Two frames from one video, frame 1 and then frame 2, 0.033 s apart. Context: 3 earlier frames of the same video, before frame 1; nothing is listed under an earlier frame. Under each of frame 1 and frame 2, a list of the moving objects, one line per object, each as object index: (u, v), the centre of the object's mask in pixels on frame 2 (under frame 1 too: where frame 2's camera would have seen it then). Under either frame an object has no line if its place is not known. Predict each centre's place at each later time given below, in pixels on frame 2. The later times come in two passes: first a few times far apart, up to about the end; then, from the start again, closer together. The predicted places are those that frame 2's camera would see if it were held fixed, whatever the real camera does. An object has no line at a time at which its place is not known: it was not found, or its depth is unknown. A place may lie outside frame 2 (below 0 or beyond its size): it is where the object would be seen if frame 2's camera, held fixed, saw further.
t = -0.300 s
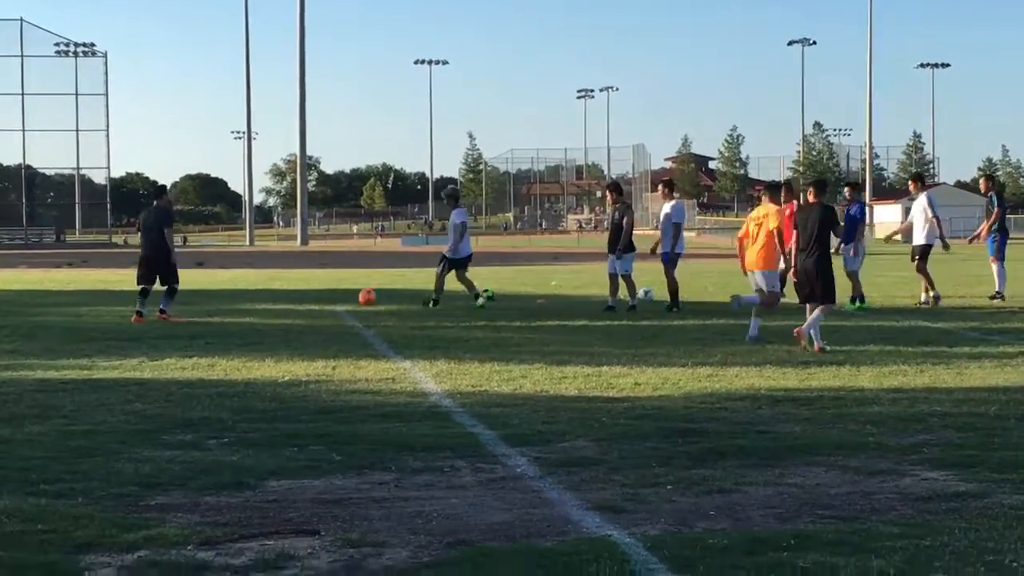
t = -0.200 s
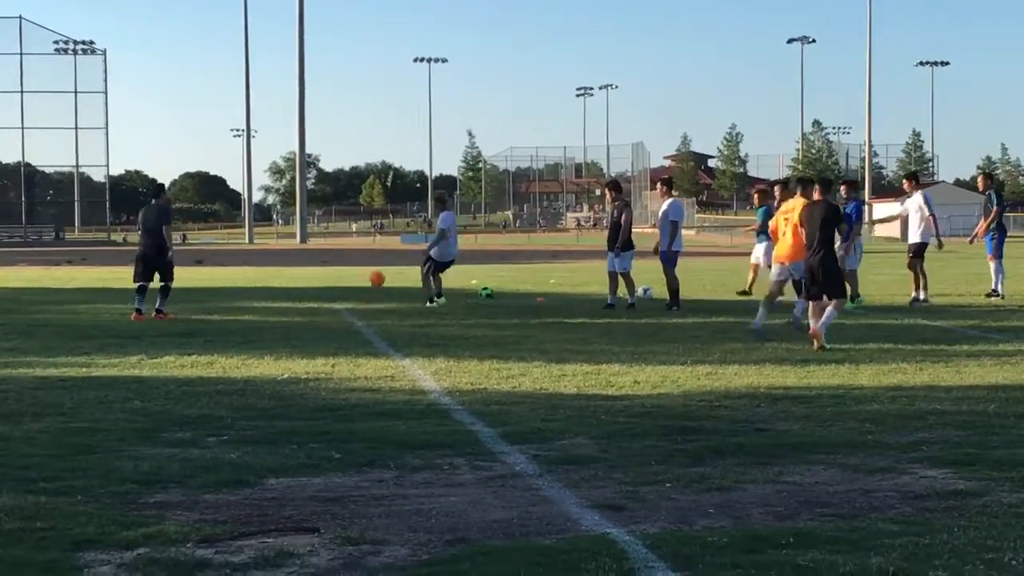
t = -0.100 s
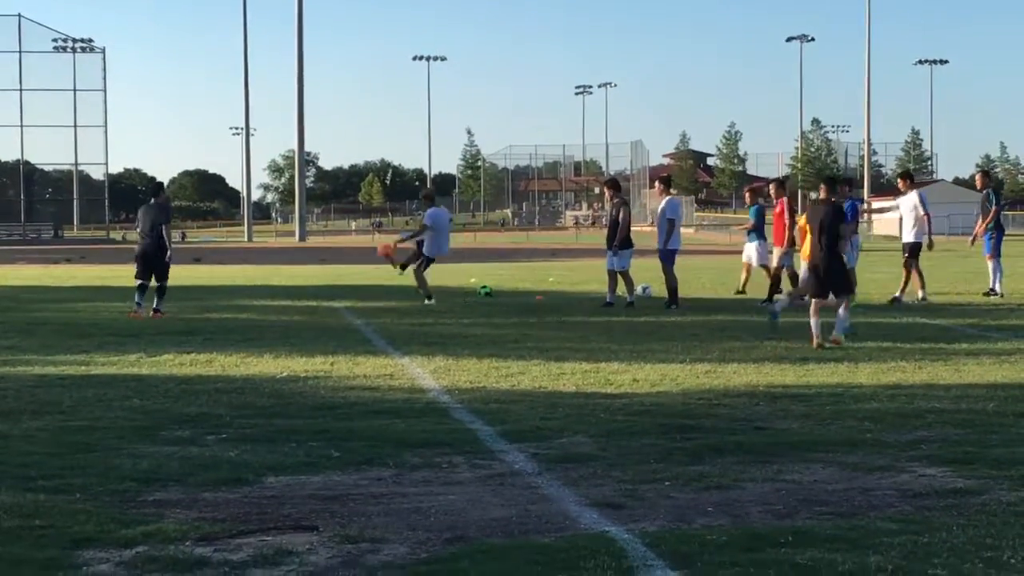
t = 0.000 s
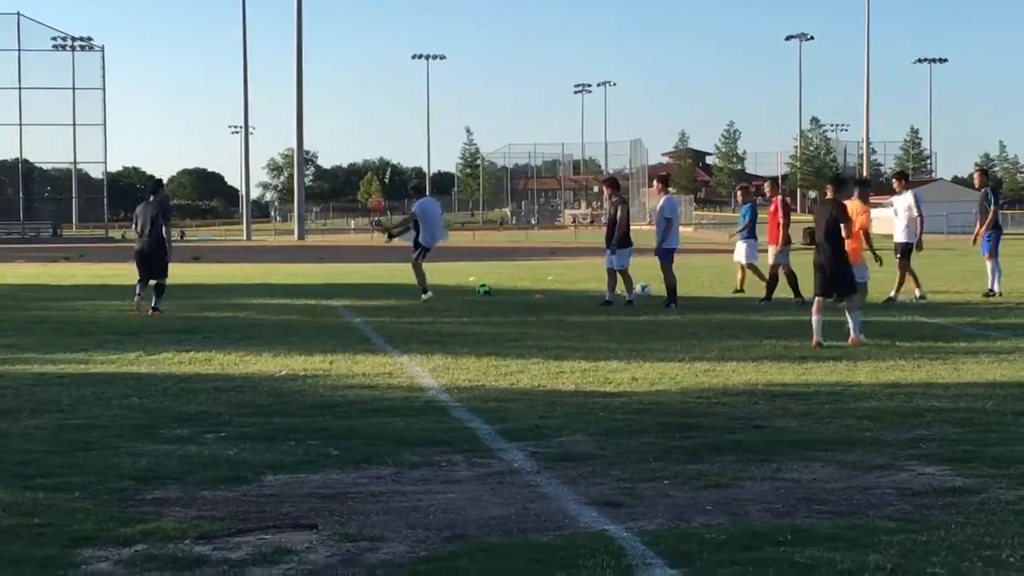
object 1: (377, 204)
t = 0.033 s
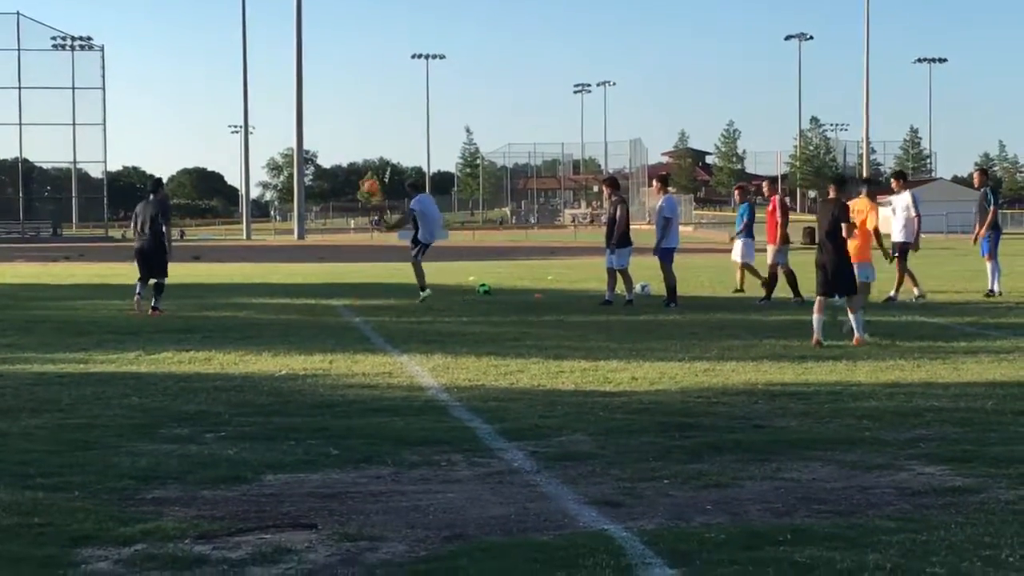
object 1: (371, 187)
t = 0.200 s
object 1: (354, 124)
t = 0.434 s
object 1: (330, 69)
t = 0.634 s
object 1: (310, 53)
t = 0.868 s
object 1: (289, 70)
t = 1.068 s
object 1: (271, 114)
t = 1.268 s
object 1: (253, 182)
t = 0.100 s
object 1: (365, 160)
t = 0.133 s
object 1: (361, 147)
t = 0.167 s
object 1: (357, 135)
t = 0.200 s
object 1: (354, 124)
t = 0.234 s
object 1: (350, 113)
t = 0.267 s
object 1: (347, 104)
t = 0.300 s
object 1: (343, 95)
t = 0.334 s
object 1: (340, 88)
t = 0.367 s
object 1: (337, 81)
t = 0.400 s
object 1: (333, 74)
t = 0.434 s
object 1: (330, 69)
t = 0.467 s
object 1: (327, 64)
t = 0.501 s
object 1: (323, 61)
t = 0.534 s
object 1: (320, 58)
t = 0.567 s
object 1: (317, 56)
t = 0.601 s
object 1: (314, 54)
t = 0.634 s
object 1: (310, 53)
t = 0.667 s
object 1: (307, 53)
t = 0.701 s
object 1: (304, 55)
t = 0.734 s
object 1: (302, 57)
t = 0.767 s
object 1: (298, 59)
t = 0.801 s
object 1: (294, 61)
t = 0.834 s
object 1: (292, 65)
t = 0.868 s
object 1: (289, 70)
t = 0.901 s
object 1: (286, 76)
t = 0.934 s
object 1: (283, 82)
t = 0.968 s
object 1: (280, 89)
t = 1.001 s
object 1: (277, 96)
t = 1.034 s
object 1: (274, 105)
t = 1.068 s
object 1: (271, 114)
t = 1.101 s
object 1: (268, 123)
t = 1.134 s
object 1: (265, 134)
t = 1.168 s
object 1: (262, 145)
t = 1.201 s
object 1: (259, 157)
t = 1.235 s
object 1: (255, 169)
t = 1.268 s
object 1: (253, 182)
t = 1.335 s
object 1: (247, 209)
